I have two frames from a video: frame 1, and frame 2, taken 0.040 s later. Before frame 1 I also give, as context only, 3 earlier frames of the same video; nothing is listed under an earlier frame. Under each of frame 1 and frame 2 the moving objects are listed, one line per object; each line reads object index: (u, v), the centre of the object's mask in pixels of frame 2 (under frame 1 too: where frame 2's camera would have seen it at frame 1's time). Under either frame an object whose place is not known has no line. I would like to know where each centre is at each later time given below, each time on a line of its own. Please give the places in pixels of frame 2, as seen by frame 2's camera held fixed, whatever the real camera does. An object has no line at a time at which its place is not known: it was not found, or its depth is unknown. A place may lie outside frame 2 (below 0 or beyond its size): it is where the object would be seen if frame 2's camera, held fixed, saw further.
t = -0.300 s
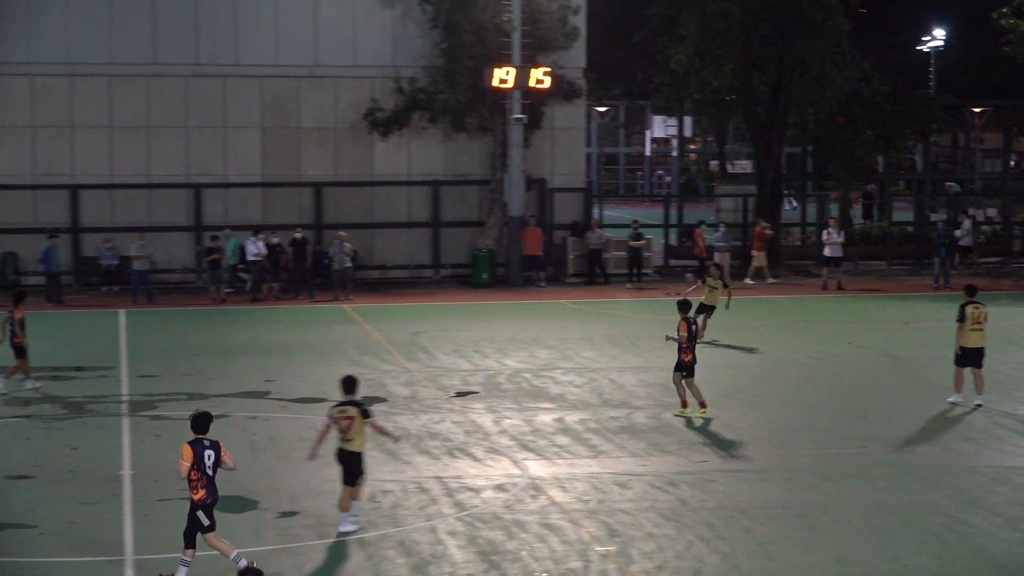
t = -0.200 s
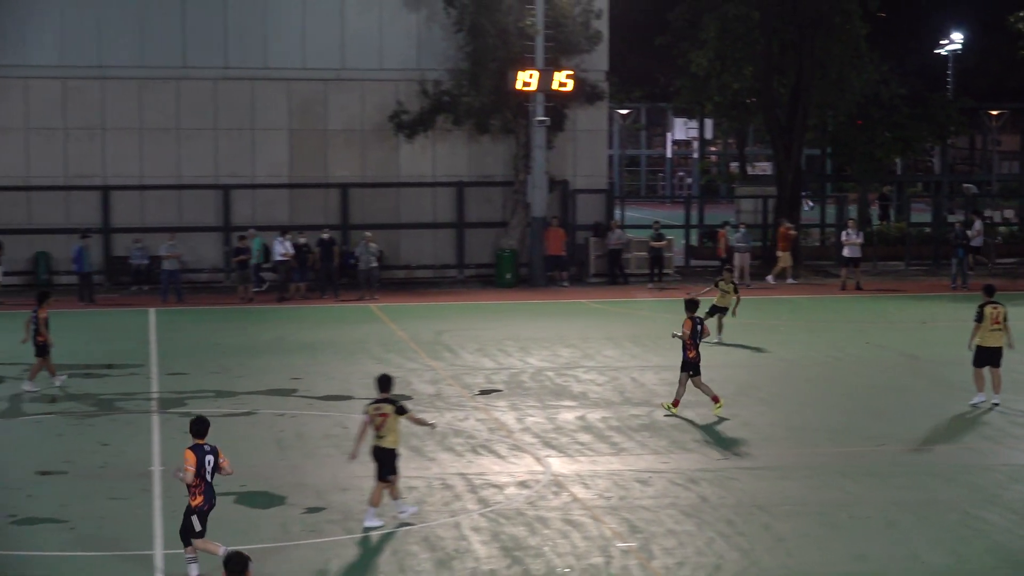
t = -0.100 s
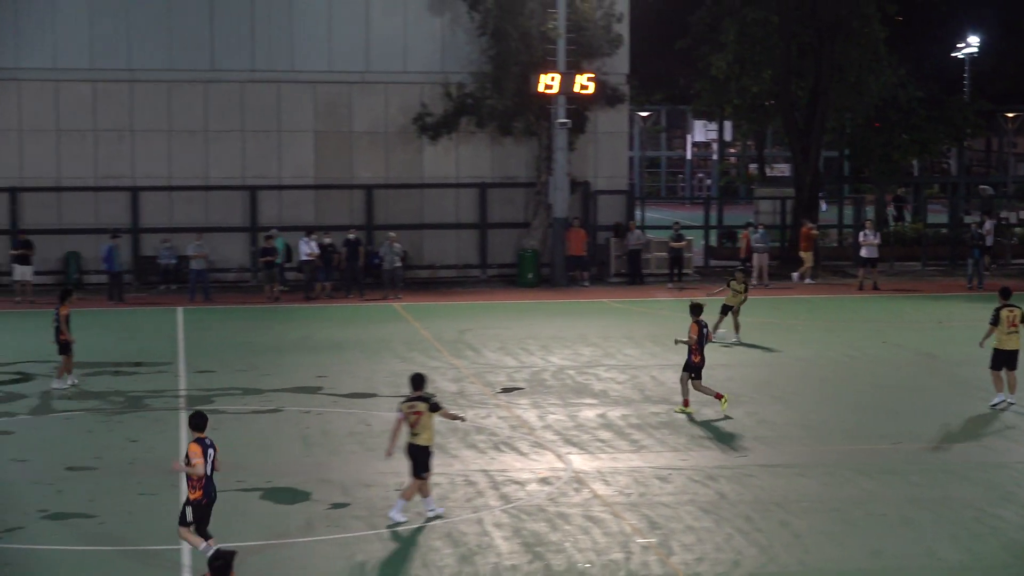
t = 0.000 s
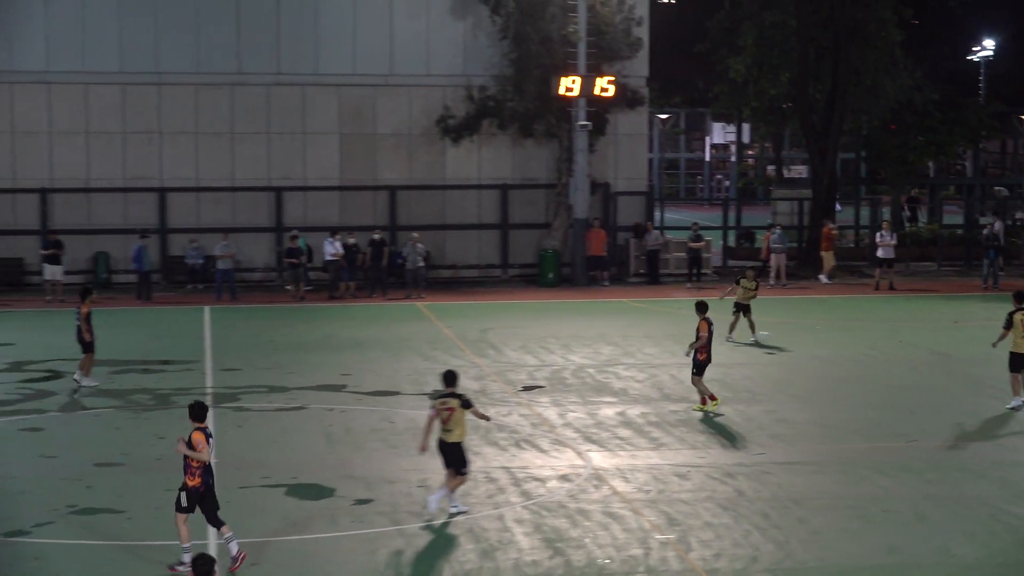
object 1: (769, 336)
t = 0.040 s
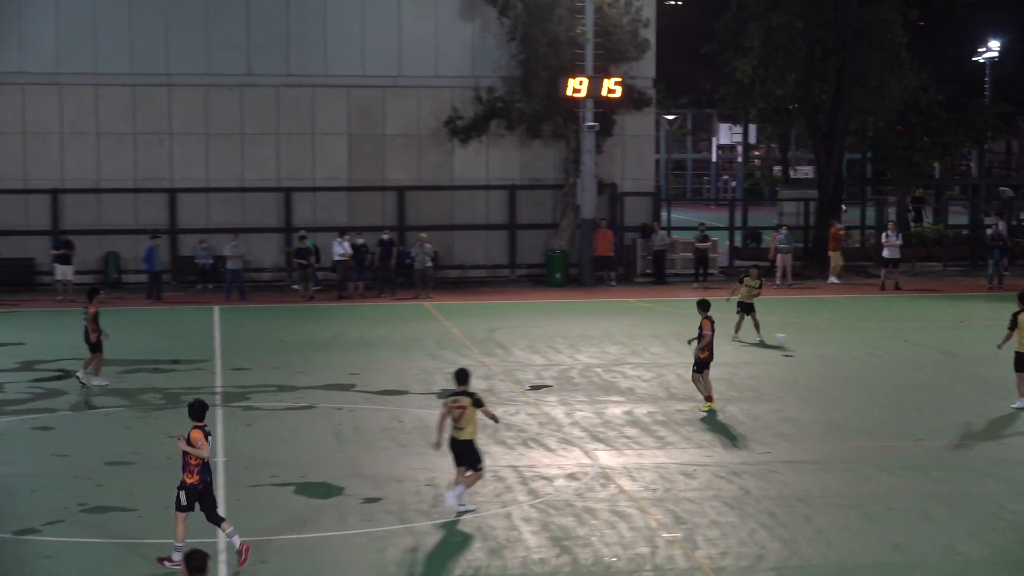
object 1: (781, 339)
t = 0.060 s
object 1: (786, 341)
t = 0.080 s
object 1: (792, 342)
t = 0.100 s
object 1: (797, 344)
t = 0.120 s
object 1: (802, 346)
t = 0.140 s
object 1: (807, 348)
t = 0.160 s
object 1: (813, 351)
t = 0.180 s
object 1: (818, 353)
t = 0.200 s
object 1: (823, 357)
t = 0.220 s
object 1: (828, 359)
